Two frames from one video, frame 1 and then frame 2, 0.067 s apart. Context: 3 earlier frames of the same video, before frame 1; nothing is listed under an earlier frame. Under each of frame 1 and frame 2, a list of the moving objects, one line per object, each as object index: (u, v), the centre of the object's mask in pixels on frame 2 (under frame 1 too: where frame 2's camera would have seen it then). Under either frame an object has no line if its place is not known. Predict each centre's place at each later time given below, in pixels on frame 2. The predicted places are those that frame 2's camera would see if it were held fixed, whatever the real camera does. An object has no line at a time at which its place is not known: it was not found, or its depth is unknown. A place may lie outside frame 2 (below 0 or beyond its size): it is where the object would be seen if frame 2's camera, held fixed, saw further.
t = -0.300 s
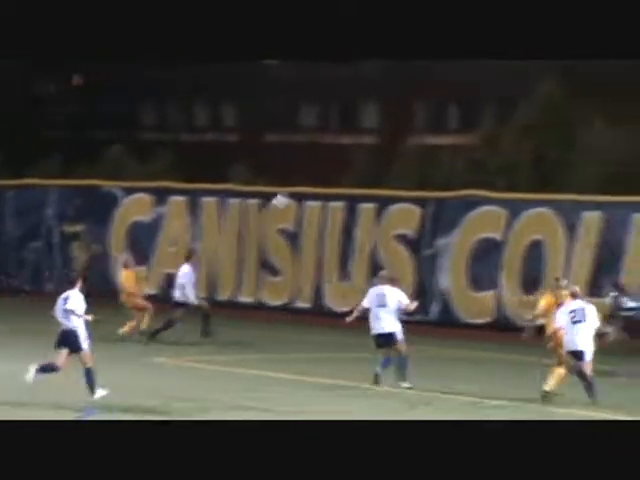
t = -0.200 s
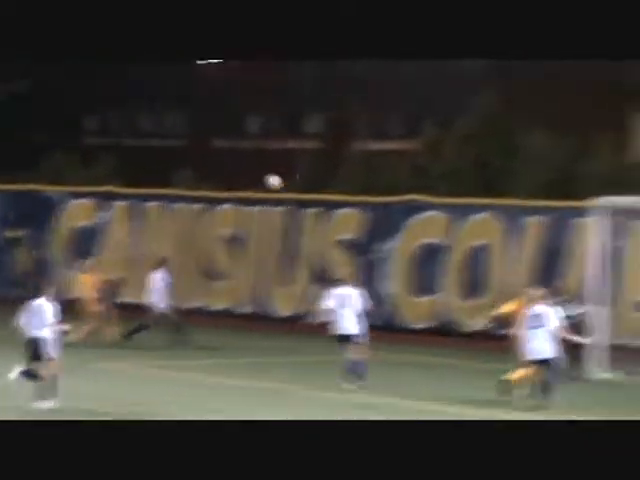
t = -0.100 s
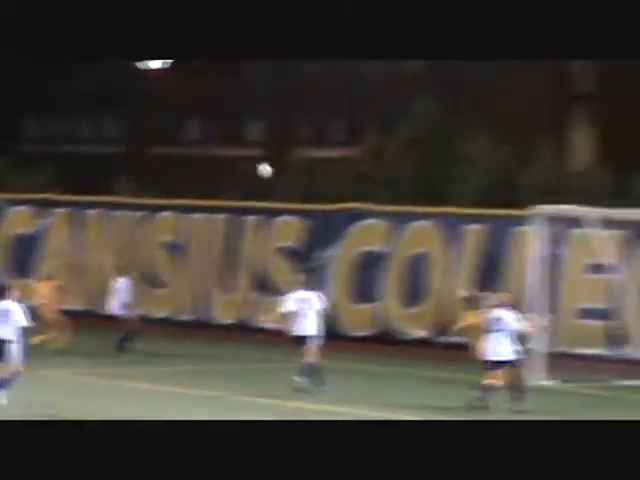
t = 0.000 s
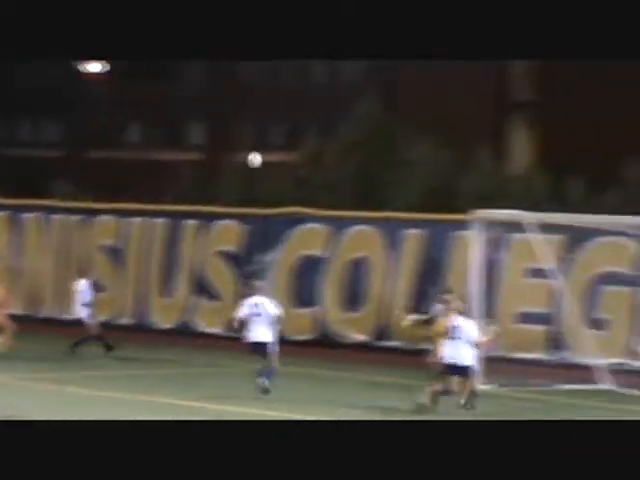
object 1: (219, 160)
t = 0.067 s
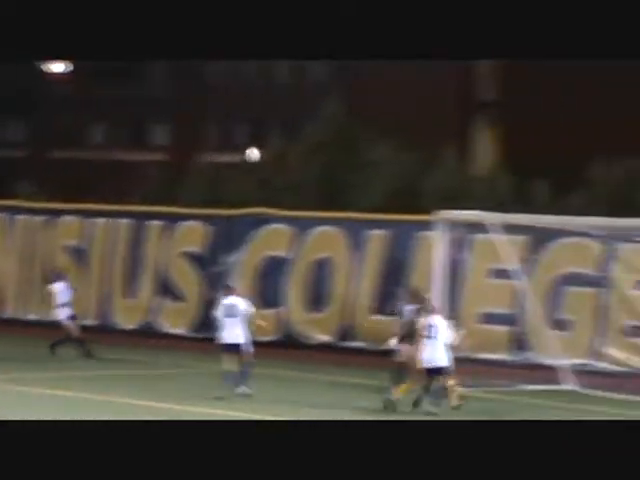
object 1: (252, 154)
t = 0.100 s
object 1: (268, 152)
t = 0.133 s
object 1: (284, 150)
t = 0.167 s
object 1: (301, 149)
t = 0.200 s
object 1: (318, 148)
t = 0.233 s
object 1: (334, 149)
